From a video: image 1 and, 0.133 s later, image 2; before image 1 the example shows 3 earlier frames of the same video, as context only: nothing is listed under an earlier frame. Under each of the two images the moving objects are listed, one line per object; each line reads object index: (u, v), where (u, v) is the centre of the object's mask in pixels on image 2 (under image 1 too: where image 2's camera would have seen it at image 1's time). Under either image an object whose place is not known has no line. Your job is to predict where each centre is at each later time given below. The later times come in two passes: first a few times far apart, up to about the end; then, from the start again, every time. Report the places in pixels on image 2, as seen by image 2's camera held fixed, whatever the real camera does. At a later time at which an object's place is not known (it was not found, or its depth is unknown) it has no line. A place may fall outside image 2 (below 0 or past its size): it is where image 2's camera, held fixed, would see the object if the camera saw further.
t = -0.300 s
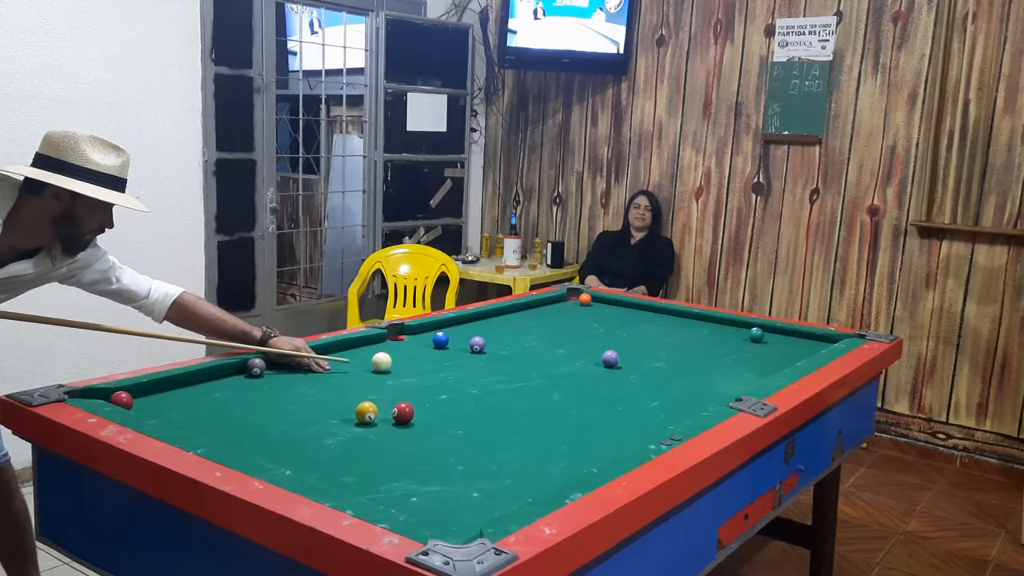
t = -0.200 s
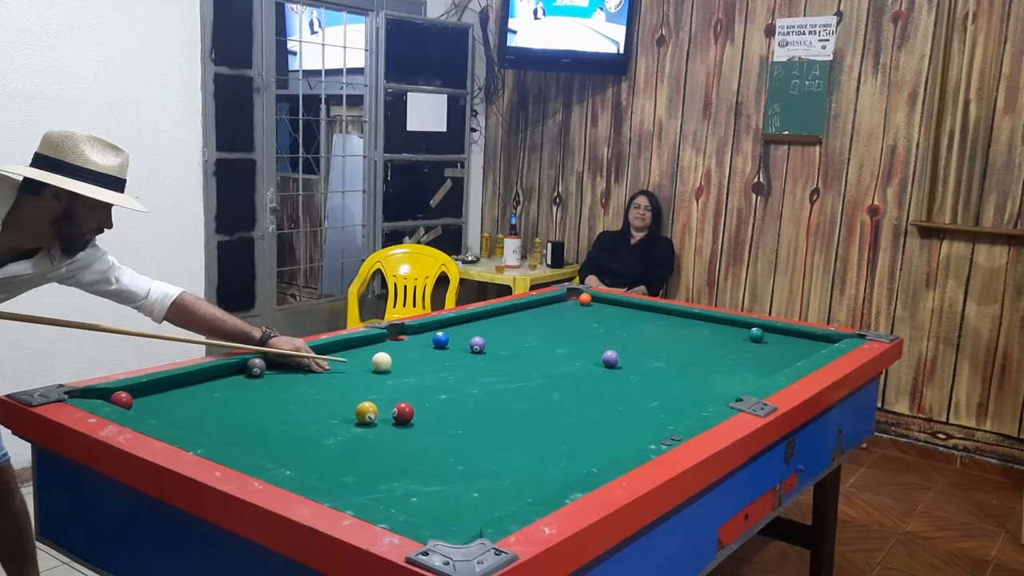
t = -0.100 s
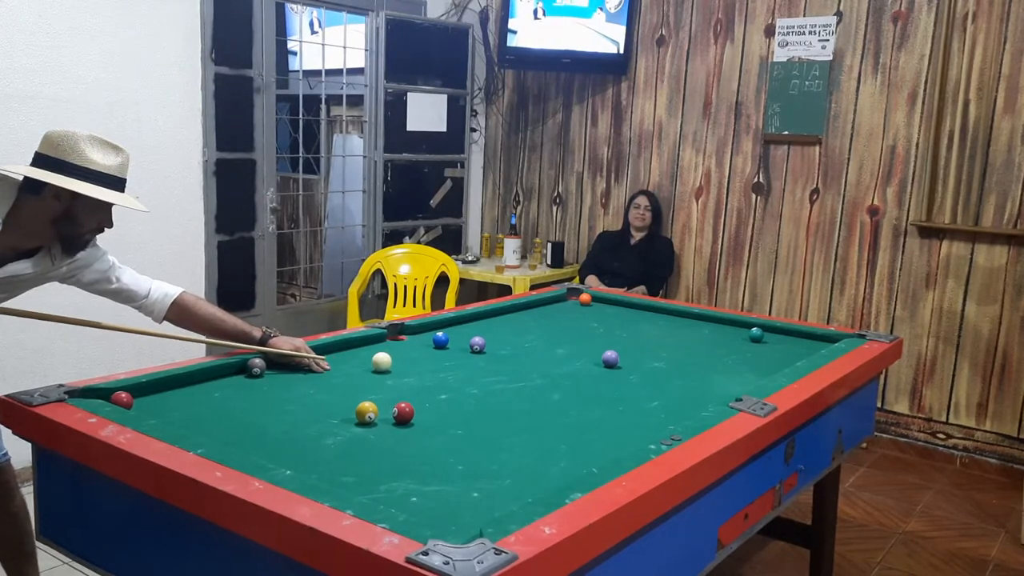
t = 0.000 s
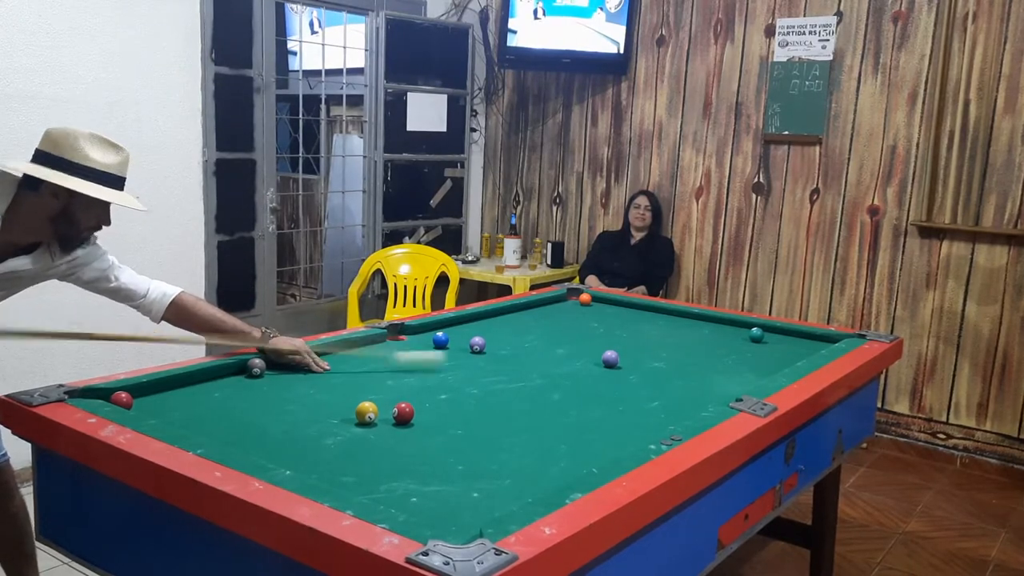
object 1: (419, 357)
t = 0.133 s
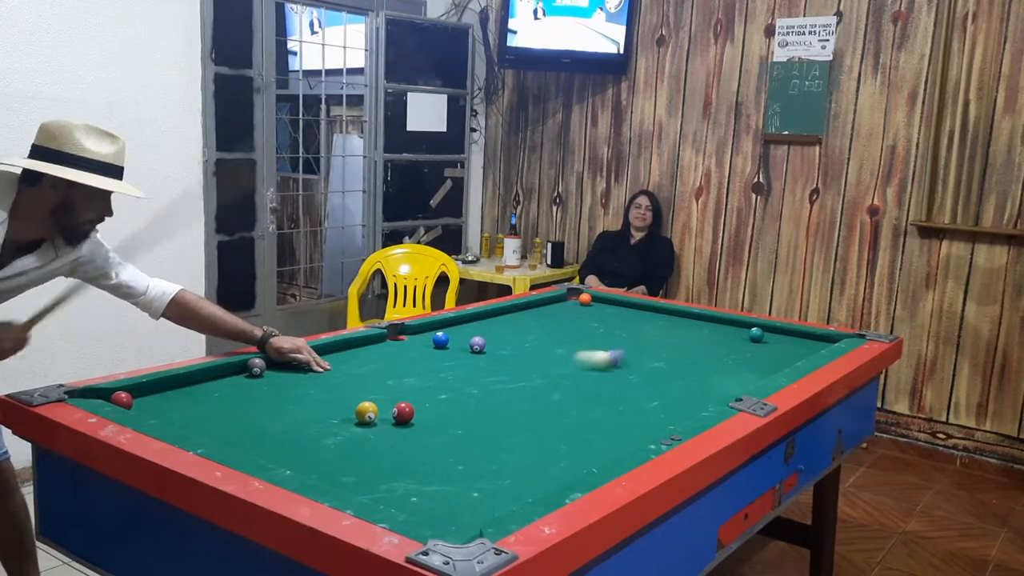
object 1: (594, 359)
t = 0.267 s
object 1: (658, 372)
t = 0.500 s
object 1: (730, 381)
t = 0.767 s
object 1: (674, 362)
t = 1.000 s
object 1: (636, 348)
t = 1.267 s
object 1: (599, 334)
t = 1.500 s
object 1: (571, 323)
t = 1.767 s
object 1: (544, 313)
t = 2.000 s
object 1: (527, 306)
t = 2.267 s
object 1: (553, 309)
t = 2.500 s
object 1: (574, 310)
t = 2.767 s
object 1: (597, 312)
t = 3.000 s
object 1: (615, 314)
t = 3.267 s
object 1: (634, 315)
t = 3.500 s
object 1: (649, 317)
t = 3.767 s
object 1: (665, 318)
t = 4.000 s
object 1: (677, 319)
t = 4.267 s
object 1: (688, 319)
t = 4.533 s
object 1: (697, 319)
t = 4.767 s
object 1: (703, 320)
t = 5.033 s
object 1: (708, 320)
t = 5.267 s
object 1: (711, 320)
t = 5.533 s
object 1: (713, 320)
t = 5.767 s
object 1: (713, 320)
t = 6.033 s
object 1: (712, 320)
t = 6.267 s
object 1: (712, 319)
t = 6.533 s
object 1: (712, 320)
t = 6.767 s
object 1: (712, 320)
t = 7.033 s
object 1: (713, 320)
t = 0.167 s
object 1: (612, 363)
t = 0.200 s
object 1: (627, 366)
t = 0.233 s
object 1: (642, 369)
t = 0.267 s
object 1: (658, 372)
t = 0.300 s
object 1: (673, 375)
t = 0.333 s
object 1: (689, 378)
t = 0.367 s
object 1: (705, 380)
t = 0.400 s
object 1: (721, 383)
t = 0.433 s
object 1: (736, 384)
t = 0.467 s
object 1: (740, 383)
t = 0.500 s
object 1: (730, 381)
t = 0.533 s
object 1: (721, 379)
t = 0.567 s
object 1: (713, 376)
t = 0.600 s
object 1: (706, 373)
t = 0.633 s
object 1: (699, 371)
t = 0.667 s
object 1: (692, 368)
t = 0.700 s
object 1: (687, 366)
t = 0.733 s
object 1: (680, 364)
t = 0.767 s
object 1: (674, 362)
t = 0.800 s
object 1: (669, 360)
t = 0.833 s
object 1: (663, 357)
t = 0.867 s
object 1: (657, 355)
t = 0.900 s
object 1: (652, 353)
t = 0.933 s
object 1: (647, 352)
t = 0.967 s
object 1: (642, 350)
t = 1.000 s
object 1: (636, 348)
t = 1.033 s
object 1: (631, 346)
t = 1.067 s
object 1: (626, 344)
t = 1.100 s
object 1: (622, 342)
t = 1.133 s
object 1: (617, 341)
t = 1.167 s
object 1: (613, 339)
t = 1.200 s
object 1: (608, 337)
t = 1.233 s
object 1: (604, 336)
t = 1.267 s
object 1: (599, 334)
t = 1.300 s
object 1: (595, 332)
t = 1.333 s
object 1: (591, 331)
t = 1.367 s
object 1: (587, 329)
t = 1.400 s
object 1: (583, 328)
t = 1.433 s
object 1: (579, 326)
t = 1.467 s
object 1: (575, 325)
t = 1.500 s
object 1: (571, 323)
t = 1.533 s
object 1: (568, 322)
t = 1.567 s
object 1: (564, 321)
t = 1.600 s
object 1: (561, 320)
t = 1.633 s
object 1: (557, 318)
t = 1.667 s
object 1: (554, 317)
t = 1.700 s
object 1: (551, 316)
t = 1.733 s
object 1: (547, 315)
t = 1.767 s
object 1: (544, 313)
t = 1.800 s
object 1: (541, 312)
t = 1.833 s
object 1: (538, 311)
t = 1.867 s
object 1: (535, 310)
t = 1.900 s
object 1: (532, 309)
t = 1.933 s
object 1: (529, 308)
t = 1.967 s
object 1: (526, 306)
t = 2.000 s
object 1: (527, 306)
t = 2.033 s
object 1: (530, 306)
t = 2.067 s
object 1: (534, 307)
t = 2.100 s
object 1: (537, 307)
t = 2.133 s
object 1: (540, 308)
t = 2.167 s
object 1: (543, 308)
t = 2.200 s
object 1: (547, 308)
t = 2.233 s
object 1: (550, 308)
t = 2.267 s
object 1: (553, 309)
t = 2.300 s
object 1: (556, 309)
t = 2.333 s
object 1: (559, 309)
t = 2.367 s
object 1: (562, 309)
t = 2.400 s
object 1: (565, 310)
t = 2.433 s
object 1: (568, 310)
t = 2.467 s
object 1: (571, 310)
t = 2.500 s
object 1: (574, 310)
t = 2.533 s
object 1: (577, 311)
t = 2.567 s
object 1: (580, 311)
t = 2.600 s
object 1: (583, 311)
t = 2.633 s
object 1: (586, 311)
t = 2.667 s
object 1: (589, 312)
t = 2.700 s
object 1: (591, 312)
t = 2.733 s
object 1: (594, 312)
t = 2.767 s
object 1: (597, 312)
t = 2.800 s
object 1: (600, 313)
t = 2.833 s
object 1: (602, 313)
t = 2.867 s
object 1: (605, 313)
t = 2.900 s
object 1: (607, 313)
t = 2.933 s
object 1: (610, 314)
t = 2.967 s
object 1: (613, 314)
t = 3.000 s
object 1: (615, 314)
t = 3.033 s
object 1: (618, 314)
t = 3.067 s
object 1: (620, 315)
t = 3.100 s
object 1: (623, 315)
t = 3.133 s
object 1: (625, 315)
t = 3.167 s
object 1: (628, 315)
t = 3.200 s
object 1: (630, 315)
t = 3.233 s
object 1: (632, 315)
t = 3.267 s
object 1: (634, 315)
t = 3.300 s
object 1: (636, 316)
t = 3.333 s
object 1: (639, 316)
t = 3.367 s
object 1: (641, 316)
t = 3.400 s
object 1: (643, 316)
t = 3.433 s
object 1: (645, 316)
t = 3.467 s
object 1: (647, 317)
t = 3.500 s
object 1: (649, 317)
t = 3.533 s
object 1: (651, 317)
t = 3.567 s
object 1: (653, 317)
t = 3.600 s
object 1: (655, 317)
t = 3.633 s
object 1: (657, 317)
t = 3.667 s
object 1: (659, 317)
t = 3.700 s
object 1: (661, 318)
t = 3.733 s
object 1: (663, 318)
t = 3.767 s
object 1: (665, 318)
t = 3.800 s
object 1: (667, 318)
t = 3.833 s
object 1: (668, 318)
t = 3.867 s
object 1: (670, 318)
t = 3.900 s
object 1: (672, 319)
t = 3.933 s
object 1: (674, 319)
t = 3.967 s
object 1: (675, 319)
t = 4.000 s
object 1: (677, 319)
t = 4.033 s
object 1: (678, 319)
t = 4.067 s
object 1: (680, 319)
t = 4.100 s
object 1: (681, 319)
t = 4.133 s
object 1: (683, 319)
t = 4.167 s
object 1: (684, 319)
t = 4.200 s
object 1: (685, 319)
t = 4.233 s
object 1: (687, 319)
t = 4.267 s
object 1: (688, 319)
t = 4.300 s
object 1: (689, 320)
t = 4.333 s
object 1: (691, 320)
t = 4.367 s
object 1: (692, 320)
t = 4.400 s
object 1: (693, 320)
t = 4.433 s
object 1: (694, 319)
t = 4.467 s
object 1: (695, 319)
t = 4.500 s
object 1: (696, 319)
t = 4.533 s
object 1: (697, 319)
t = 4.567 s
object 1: (698, 319)
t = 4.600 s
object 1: (699, 320)
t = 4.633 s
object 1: (700, 320)
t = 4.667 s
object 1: (701, 320)
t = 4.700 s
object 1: (702, 320)
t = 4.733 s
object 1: (703, 320)
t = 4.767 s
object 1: (703, 320)
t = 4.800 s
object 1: (704, 320)
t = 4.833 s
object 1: (705, 320)
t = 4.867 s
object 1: (705, 320)
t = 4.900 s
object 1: (706, 320)
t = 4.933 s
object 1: (707, 320)
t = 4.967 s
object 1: (707, 320)
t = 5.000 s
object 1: (708, 320)
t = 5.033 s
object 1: (708, 320)
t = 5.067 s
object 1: (709, 320)
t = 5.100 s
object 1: (709, 320)
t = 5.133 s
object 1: (710, 320)
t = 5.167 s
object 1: (710, 320)
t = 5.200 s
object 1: (710, 320)
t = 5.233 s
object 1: (711, 320)
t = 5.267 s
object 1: (711, 320)
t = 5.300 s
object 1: (711, 320)
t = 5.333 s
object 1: (712, 320)
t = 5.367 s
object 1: (712, 320)
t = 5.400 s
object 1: (712, 320)
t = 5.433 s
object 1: (713, 320)
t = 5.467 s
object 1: (713, 320)
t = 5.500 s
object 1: (713, 320)
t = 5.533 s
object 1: (713, 320)
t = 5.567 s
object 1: (713, 320)
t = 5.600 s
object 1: (713, 320)
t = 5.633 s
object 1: (713, 320)
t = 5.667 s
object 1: (713, 320)
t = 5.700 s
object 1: (713, 320)
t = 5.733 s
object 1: (713, 320)
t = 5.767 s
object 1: (713, 320)
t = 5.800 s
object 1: (712, 320)
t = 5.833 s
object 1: (712, 320)
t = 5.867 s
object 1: (712, 320)
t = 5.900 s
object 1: (712, 320)
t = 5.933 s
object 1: (712, 320)
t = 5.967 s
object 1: (712, 320)
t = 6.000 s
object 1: (712, 320)
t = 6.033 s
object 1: (712, 320)
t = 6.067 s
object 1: (712, 320)
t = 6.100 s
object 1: (712, 320)
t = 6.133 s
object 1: (712, 320)
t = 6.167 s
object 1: (712, 320)
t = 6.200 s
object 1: (712, 320)
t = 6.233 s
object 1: (712, 320)
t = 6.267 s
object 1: (712, 319)
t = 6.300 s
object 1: (712, 319)
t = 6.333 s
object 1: (712, 319)
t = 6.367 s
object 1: (712, 320)
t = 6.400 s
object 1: (712, 320)
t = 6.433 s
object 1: (712, 320)
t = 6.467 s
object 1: (713, 320)
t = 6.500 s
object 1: (712, 320)
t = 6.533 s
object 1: (712, 320)
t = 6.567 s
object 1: (712, 320)
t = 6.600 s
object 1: (712, 320)
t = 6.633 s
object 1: (712, 320)
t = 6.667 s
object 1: (712, 320)
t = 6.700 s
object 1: (712, 320)
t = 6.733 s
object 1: (713, 320)
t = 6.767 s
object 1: (712, 320)
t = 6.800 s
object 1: (712, 320)
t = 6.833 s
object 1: (712, 320)
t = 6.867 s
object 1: (712, 320)
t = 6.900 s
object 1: (712, 320)
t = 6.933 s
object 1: (712, 320)
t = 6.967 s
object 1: (712, 320)
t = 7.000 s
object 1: (712, 320)
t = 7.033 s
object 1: (713, 320)
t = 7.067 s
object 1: (712, 320)
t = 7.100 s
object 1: (713, 320)
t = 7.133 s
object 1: (712, 320)
